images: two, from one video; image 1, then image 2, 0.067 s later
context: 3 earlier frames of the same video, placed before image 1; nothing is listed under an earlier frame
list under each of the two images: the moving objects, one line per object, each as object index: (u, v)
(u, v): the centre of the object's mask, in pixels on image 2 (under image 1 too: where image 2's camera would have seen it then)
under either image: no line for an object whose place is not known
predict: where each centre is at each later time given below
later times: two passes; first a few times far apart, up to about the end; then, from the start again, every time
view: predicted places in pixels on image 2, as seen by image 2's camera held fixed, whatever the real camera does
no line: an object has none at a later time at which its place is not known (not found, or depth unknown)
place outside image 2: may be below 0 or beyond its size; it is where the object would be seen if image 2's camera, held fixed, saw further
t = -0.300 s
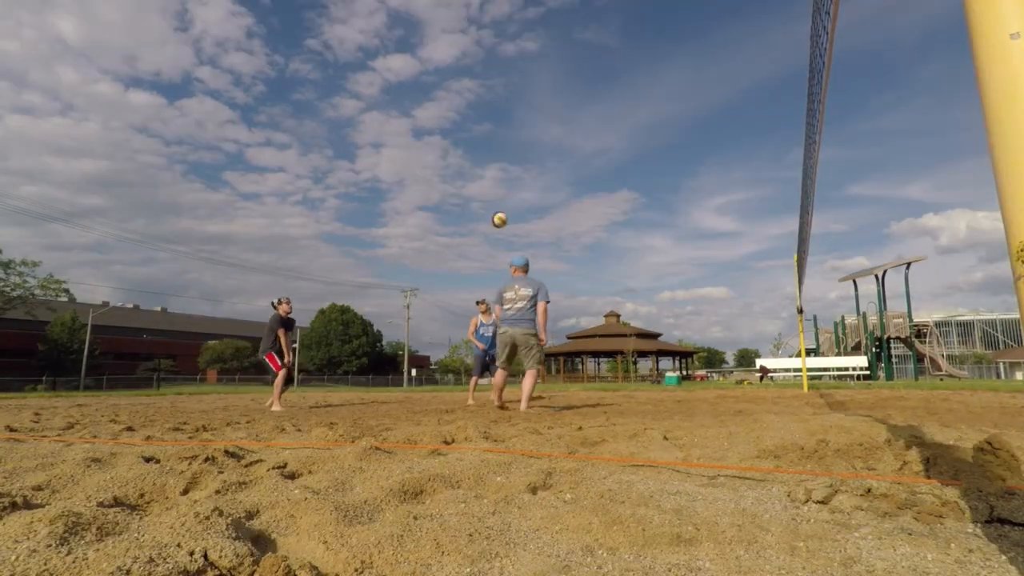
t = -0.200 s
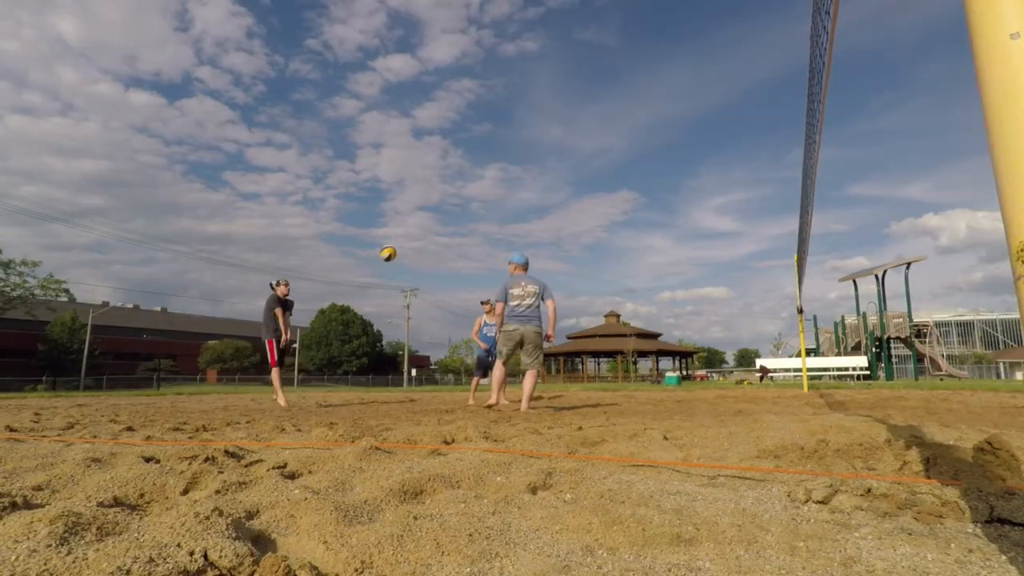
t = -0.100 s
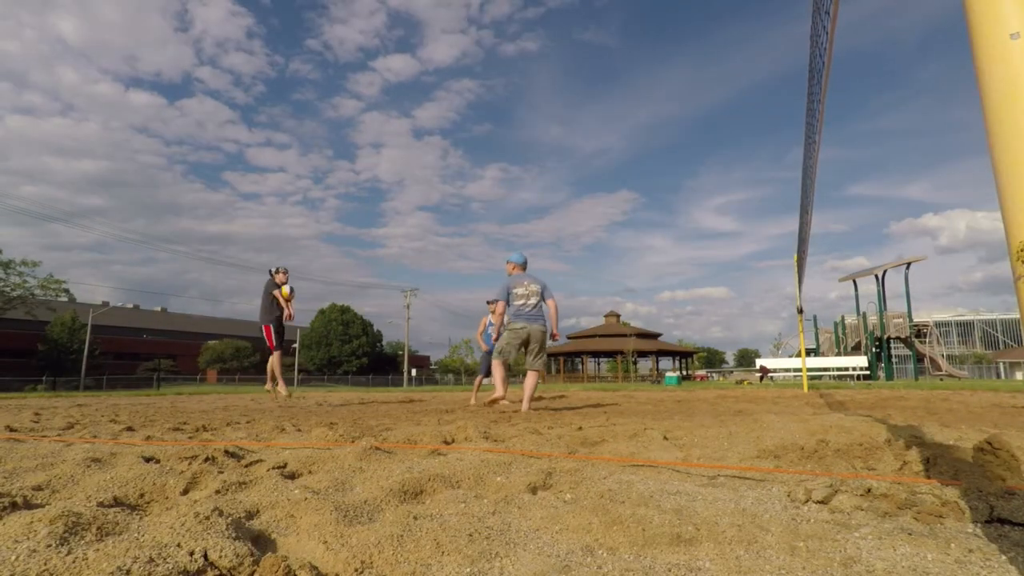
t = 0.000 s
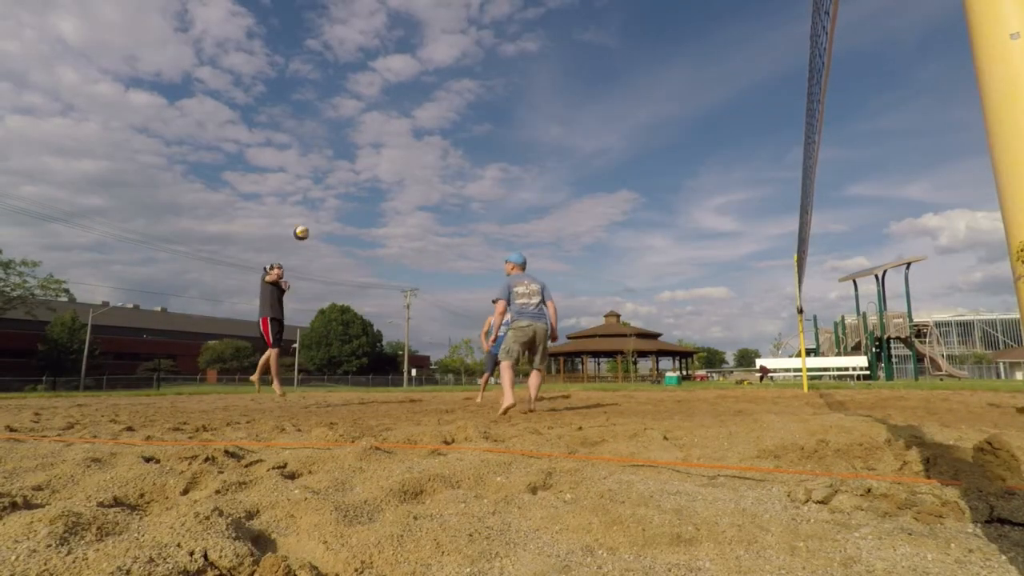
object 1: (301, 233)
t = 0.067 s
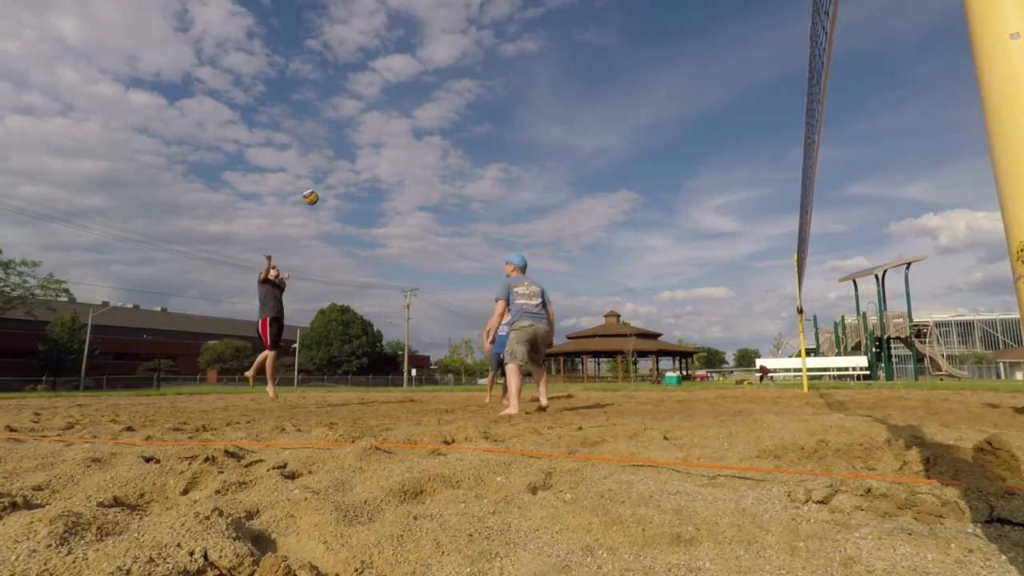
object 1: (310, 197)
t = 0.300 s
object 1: (340, 105)
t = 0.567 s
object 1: (369, 48)
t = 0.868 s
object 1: (395, 37)
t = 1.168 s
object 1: (419, 77)
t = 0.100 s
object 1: (315, 181)
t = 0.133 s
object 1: (320, 166)
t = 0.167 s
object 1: (324, 152)
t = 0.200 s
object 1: (328, 139)
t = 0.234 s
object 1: (333, 126)
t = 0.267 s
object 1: (337, 115)
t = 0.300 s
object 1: (340, 105)
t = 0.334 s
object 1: (344, 95)
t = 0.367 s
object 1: (348, 86)
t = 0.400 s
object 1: (352, 78)
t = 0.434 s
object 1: (356, 70)
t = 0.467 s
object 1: (359, 64)
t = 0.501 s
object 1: (363, 58)
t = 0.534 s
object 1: (365, 53)
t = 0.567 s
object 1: (369, 48)
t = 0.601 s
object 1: (372, 44)
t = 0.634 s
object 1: (375, 41)
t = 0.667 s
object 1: (378, 39)
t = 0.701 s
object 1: (381, 37)
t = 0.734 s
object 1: (384, 35)
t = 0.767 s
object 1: (387, 34)
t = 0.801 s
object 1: (390, 35)
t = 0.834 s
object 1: (392, 35)
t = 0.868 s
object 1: (395, 37)
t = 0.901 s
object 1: (398, 39)
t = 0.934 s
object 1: (401, 42)
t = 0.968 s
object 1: (403, 44)
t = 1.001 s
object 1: (405, 48)
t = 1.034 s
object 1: (408, 53)
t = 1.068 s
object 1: (411, 58)
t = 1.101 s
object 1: (413, 63)
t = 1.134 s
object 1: (416, 70)
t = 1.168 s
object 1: (419, 77)
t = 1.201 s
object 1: (420, 83)
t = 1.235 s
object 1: (422, 92)
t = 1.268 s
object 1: (425, 101)
